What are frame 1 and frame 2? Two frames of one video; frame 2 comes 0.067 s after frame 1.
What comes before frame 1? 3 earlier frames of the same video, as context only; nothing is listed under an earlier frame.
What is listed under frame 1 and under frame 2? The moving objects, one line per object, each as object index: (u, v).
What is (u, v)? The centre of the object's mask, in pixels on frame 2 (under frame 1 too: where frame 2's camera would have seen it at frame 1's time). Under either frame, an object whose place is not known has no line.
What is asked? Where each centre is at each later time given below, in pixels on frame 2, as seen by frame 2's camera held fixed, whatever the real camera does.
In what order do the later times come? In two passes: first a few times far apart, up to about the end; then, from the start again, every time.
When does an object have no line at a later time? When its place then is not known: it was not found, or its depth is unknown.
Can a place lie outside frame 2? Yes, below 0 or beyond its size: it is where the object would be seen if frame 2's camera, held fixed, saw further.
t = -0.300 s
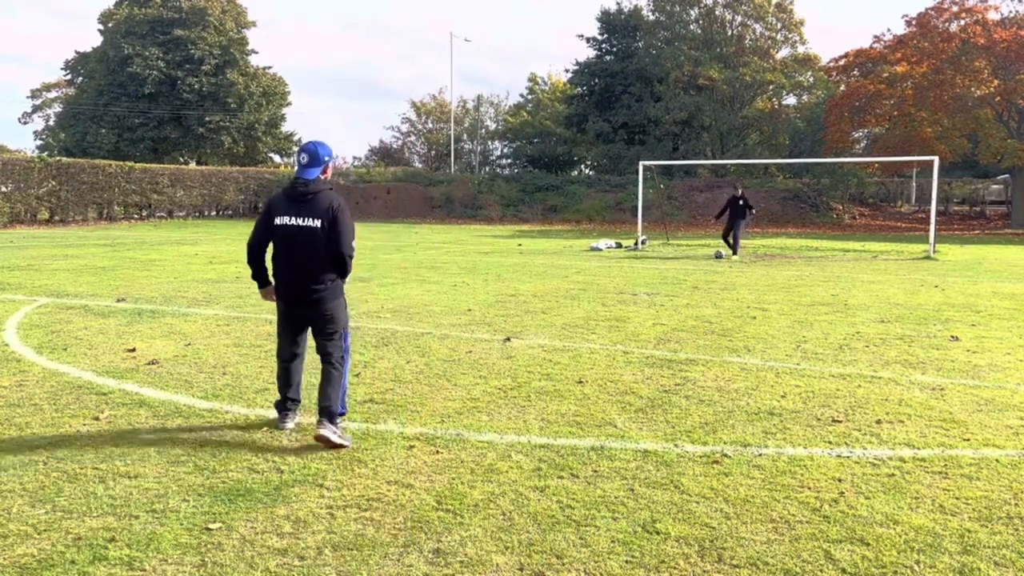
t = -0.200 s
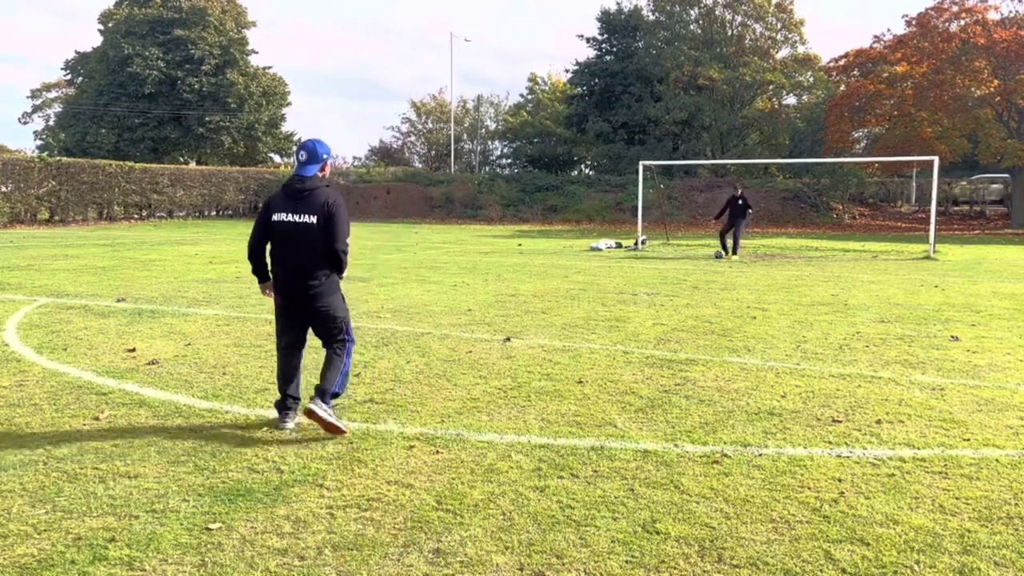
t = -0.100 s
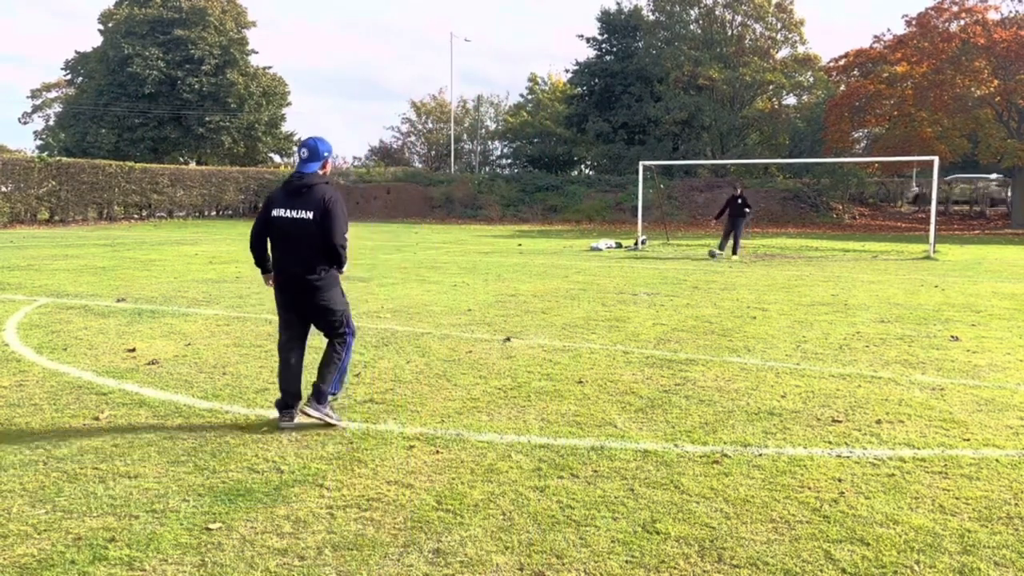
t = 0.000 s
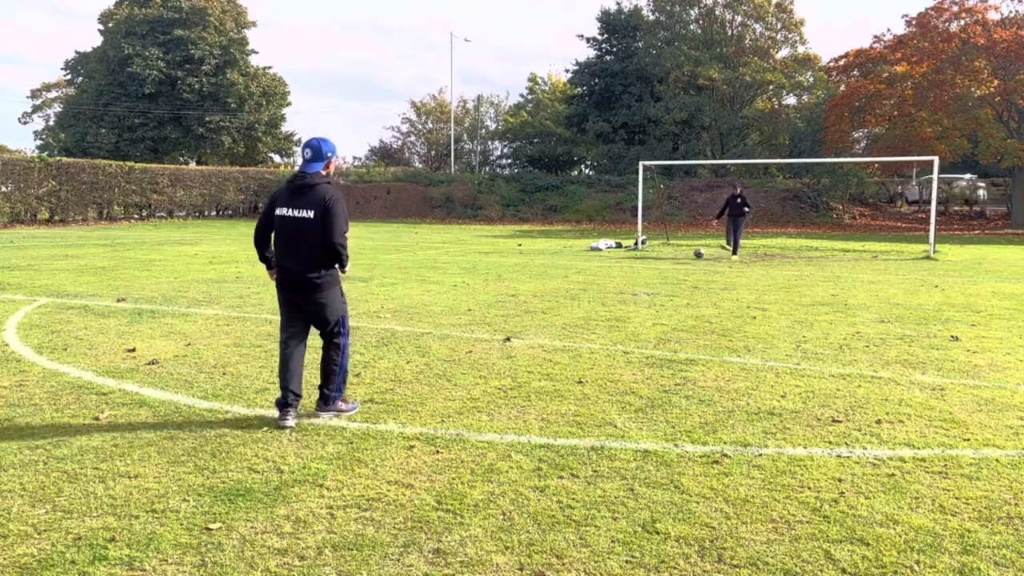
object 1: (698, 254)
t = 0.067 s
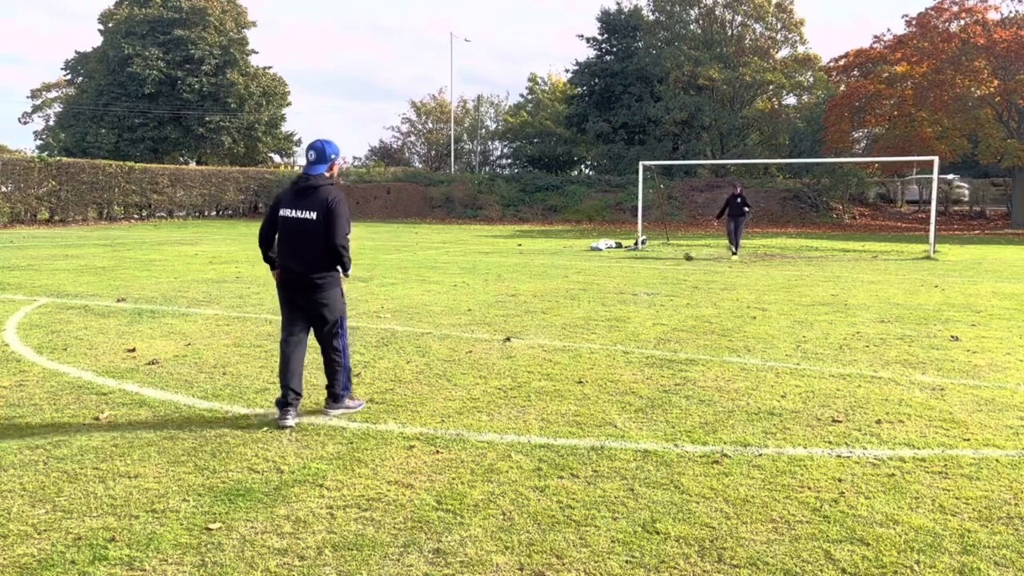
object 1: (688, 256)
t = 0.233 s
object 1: (663, 264)
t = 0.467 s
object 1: (629, 267)
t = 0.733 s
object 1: (593, 275)
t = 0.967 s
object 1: (559, 281)
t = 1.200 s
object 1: (521, 289)
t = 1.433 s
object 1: (479, 296)
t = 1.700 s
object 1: (427, 301)
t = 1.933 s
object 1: (375, 311)
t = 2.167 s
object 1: (317, 318)
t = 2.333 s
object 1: (271, 326)
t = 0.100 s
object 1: (684, 259)
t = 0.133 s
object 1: (678, 261)
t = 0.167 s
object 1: (672, 264)
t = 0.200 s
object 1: (667, 264)
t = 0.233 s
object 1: (663, 264)
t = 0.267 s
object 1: (658, 264)
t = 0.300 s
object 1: (652, 266)
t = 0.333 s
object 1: (647, 267)
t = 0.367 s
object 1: (642, 269)
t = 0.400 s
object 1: (638, 269)
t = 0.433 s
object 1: (633, 269)
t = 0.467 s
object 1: (629, 267)
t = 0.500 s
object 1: (624, 268)
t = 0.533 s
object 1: (620, 269)
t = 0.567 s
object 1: (616, 270)
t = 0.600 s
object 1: (611, 273)
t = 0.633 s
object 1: (607, 275)
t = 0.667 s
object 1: (602, 277)
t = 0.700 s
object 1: (597, 276)
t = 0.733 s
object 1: (593, 275)
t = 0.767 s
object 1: (588, 275)
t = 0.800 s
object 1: (583, 276)
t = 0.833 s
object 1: (579, 278)
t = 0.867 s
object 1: (574, 280)
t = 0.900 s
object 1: (569, 282)
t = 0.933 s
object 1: (564, 283)
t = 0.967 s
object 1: (559, 281)
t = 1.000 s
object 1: (554, 281)
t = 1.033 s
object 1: (549, 281)
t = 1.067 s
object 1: (544, 283)
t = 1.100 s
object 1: (538, 286)
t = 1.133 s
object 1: (533, 288)
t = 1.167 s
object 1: (528, 288)
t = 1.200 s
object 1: (521, 289)
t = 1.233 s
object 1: (516, 291)
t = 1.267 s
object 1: (510, 292)
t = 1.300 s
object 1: (504, 292)
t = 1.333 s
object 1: (498, 292)
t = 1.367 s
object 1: (492, 293)
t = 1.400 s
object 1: (486, 295)
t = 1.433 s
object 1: (479, 296)
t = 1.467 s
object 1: (473, 296)
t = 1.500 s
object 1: (467, 297)
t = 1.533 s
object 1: (461, 299)
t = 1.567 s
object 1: (454, 301)
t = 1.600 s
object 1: (447, 300)
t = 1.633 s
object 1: (441, 299)
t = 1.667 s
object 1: (434, 299)
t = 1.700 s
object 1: (427, 301)
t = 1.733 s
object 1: (419, 304)
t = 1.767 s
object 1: (412, 307)
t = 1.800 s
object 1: (406, 306)
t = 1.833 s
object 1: (397, 307)
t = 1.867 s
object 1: (390, 309)
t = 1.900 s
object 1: (382, 311)
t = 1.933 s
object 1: (375, 311)
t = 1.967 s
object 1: (366, 311)
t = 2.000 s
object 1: (359, 310)
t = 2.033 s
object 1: (352, 312)
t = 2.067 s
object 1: (342, 315)
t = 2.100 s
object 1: (334, 318)
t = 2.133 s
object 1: (326, 318)
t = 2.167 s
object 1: (317, 318)
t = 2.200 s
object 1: (308, 318)
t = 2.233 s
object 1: (299, 319)
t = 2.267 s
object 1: (290, 323)
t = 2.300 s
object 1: (281, 326)
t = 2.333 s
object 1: (271, 326)
